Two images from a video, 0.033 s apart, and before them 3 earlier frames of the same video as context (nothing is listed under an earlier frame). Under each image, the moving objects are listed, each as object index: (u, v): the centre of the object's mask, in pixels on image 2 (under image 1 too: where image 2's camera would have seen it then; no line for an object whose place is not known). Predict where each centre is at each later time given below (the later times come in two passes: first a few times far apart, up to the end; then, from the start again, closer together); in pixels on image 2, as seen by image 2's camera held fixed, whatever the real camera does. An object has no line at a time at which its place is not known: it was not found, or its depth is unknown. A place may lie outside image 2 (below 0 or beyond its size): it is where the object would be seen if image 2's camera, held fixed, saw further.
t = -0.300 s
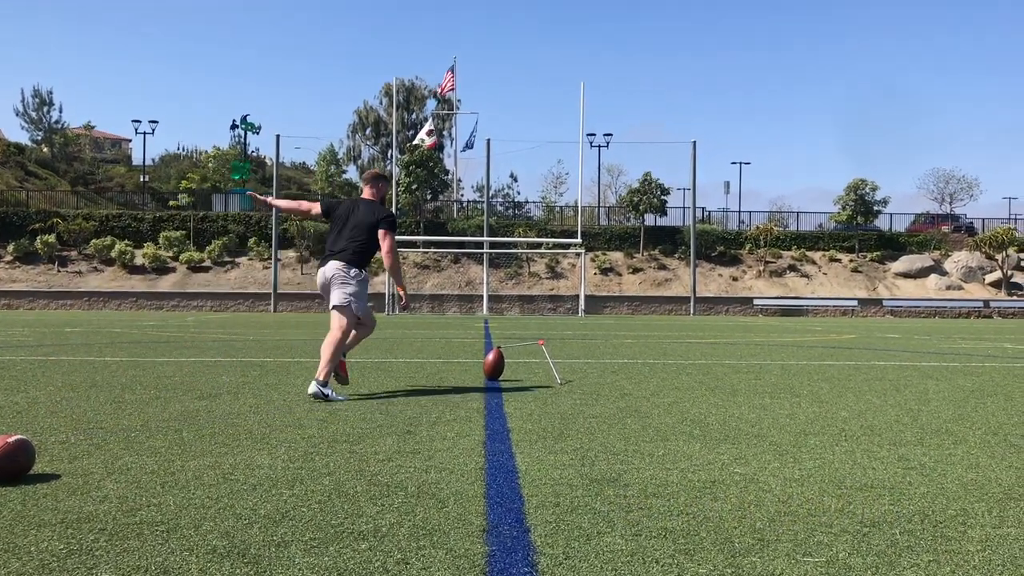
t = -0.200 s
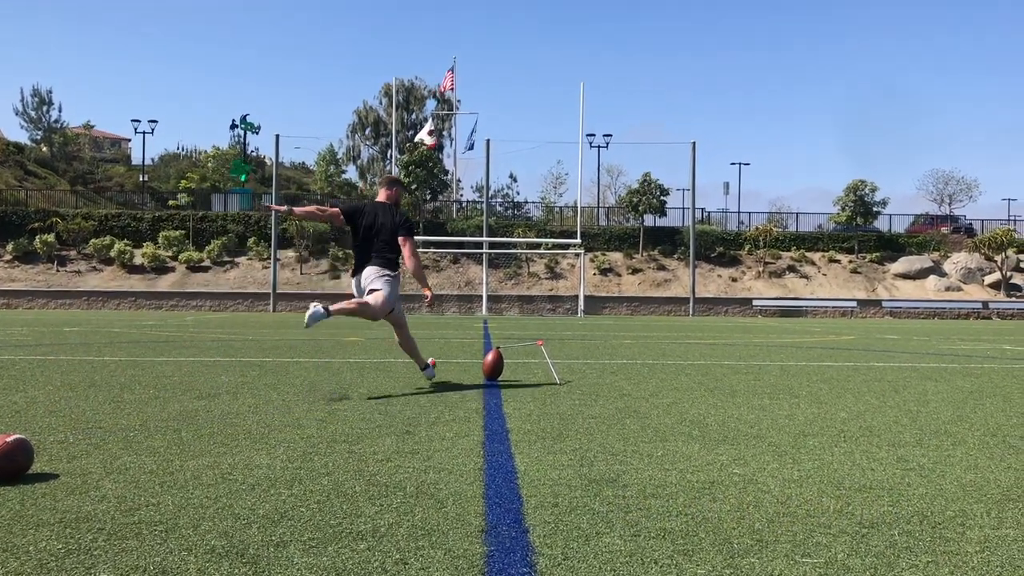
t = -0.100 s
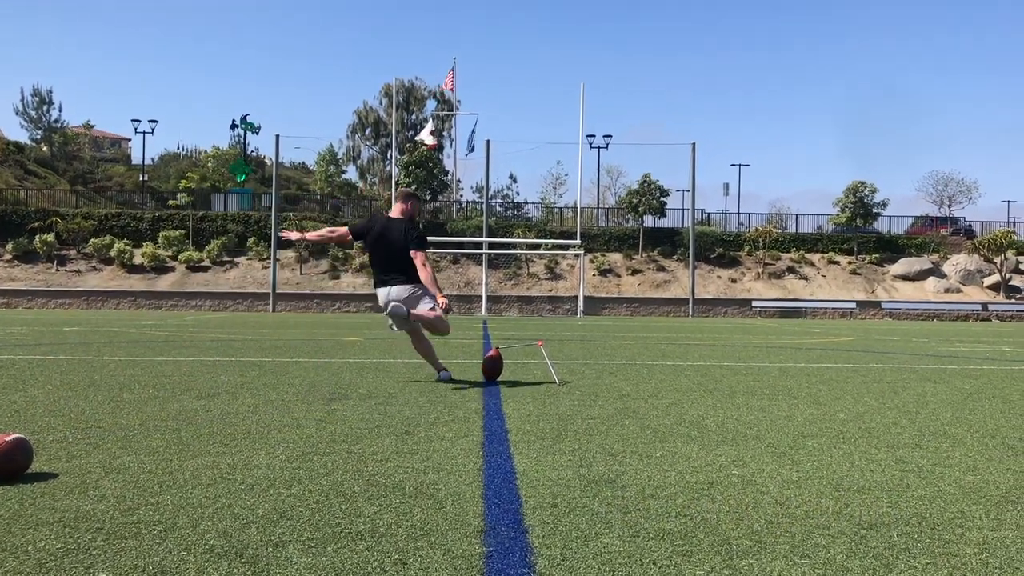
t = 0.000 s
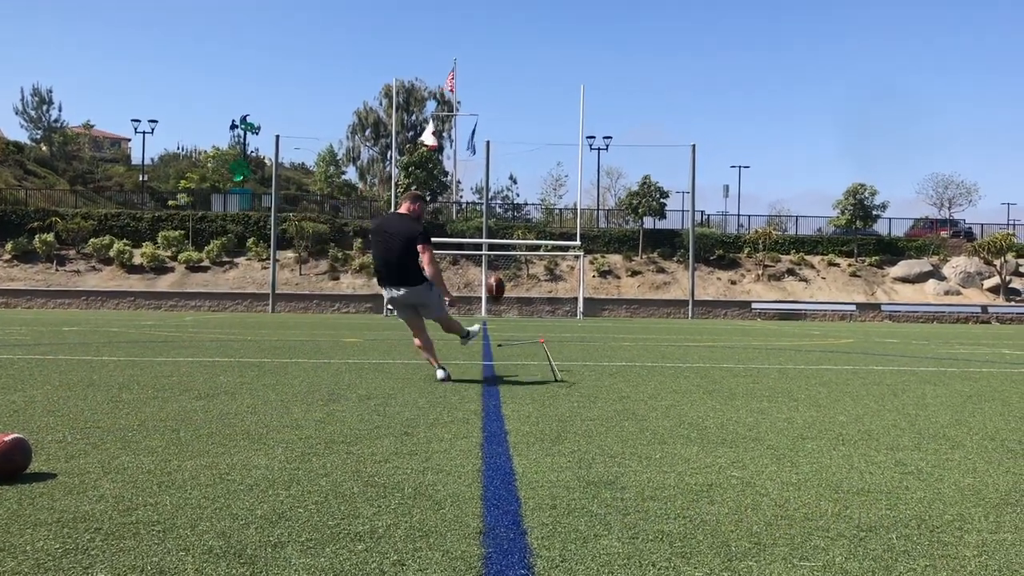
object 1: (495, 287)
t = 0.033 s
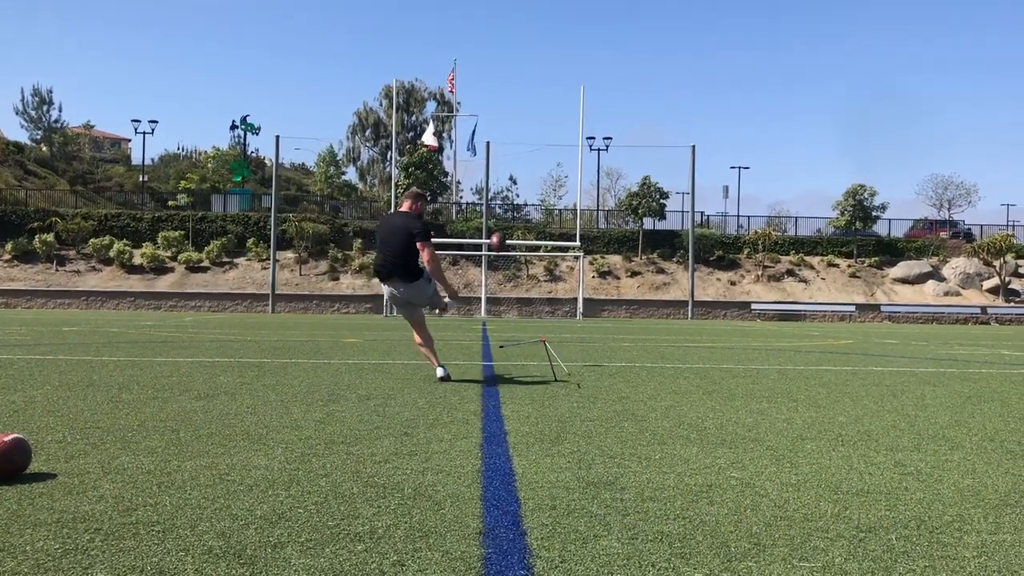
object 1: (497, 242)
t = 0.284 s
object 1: (513, 59)
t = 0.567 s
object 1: (524, -23)
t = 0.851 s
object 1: (523, -60)
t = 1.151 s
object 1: (521, -77)
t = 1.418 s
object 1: (522, -74)
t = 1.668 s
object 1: (521, -62)
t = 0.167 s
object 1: (506, 122)
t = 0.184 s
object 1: (507, 110)
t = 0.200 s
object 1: (508, 100)
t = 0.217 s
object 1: (509, 91)
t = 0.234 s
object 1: (510, 82)
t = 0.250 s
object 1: (511, 74)
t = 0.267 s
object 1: (512, 66)
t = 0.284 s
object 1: (513, 59)
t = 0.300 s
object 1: (514, 52)
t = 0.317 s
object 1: (515, 46)
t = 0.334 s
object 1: (516, 39)
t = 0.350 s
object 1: (517, 33)
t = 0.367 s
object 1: (518, 27)
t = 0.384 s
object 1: (518, 22)
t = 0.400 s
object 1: (519, 17)
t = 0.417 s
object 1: (520, 13)
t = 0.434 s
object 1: (520, 8)
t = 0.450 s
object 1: (521, 3)
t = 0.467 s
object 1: (522, -1)
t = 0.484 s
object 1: (522, -5)
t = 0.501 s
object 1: (523, -9)
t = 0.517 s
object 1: (523, -12)
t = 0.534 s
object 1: (523, -16)
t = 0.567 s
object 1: (524, -23)
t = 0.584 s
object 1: (524, -26)
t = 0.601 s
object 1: (524, -29)
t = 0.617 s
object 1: (525, -32)
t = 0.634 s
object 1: (525, -34)
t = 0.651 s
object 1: (525, -37)
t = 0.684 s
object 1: (525, -41)
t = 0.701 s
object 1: (525, -43)
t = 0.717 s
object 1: (524, -46)
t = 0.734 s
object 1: (525, -48)
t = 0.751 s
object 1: (524, -50)
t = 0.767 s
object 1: (524, -52)
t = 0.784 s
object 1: (524, -54)
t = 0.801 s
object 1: (524, -56)
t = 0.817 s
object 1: (524, -57)
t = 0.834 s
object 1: (524, -59)
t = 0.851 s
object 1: (523, -60)
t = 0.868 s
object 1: (523, -62)
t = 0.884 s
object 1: (523, -63)
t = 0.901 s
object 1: (523, -65)
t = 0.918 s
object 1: (523, -66)
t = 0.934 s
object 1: (523, -67)
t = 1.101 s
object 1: (522, -75)
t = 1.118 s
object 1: (521, -76)
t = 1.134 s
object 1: (521, -75)
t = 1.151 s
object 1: (521, -77)
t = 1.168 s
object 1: (522, -77)
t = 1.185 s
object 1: (522, -77)
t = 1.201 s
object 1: (521, -77)
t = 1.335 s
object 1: (522, -76)
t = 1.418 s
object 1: (522, -74)
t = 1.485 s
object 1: (521, -73)
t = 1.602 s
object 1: (521, -66)
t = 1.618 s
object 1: (521, -65)
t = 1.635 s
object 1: (521, -65)
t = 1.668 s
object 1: (521, -62)
